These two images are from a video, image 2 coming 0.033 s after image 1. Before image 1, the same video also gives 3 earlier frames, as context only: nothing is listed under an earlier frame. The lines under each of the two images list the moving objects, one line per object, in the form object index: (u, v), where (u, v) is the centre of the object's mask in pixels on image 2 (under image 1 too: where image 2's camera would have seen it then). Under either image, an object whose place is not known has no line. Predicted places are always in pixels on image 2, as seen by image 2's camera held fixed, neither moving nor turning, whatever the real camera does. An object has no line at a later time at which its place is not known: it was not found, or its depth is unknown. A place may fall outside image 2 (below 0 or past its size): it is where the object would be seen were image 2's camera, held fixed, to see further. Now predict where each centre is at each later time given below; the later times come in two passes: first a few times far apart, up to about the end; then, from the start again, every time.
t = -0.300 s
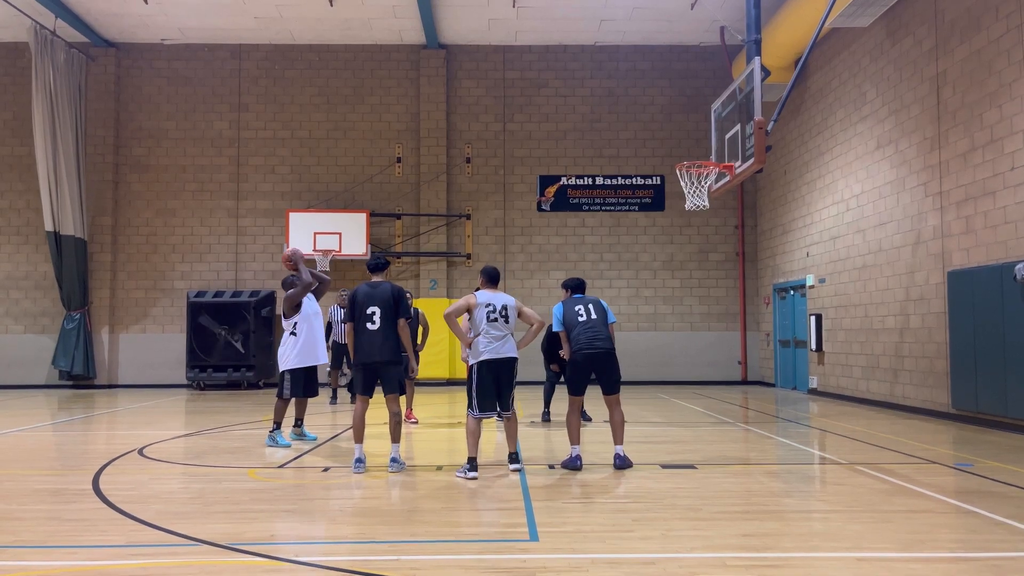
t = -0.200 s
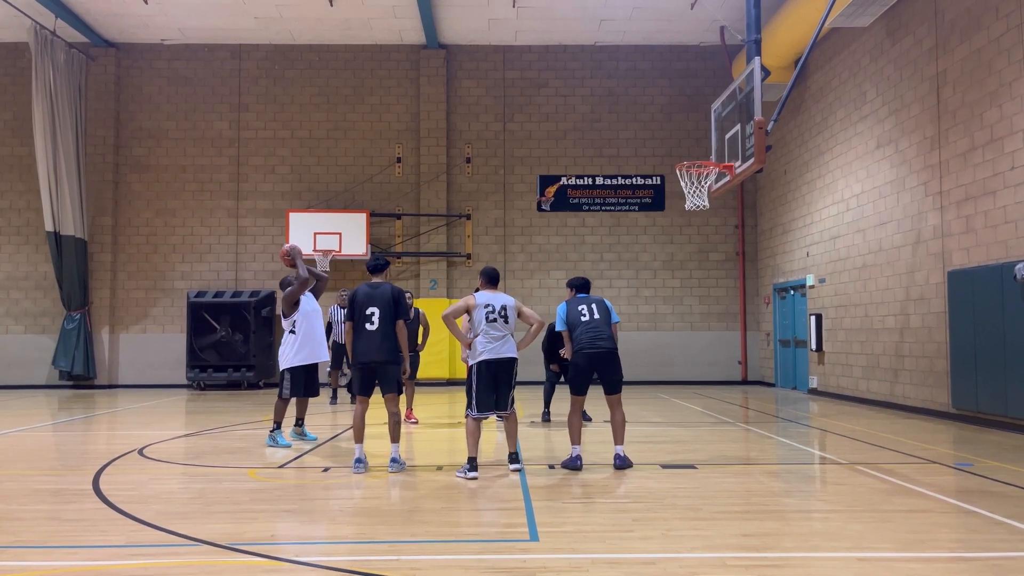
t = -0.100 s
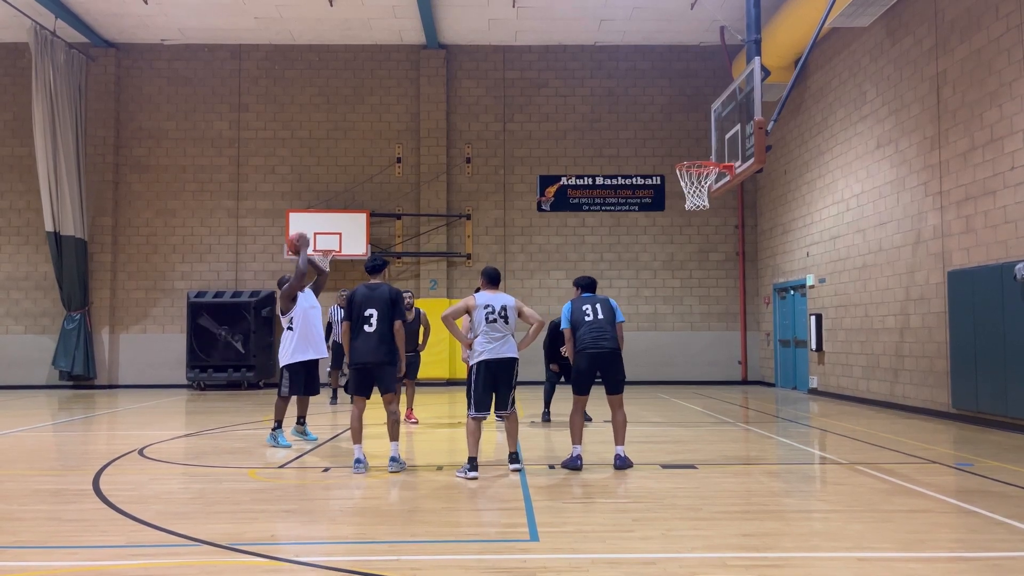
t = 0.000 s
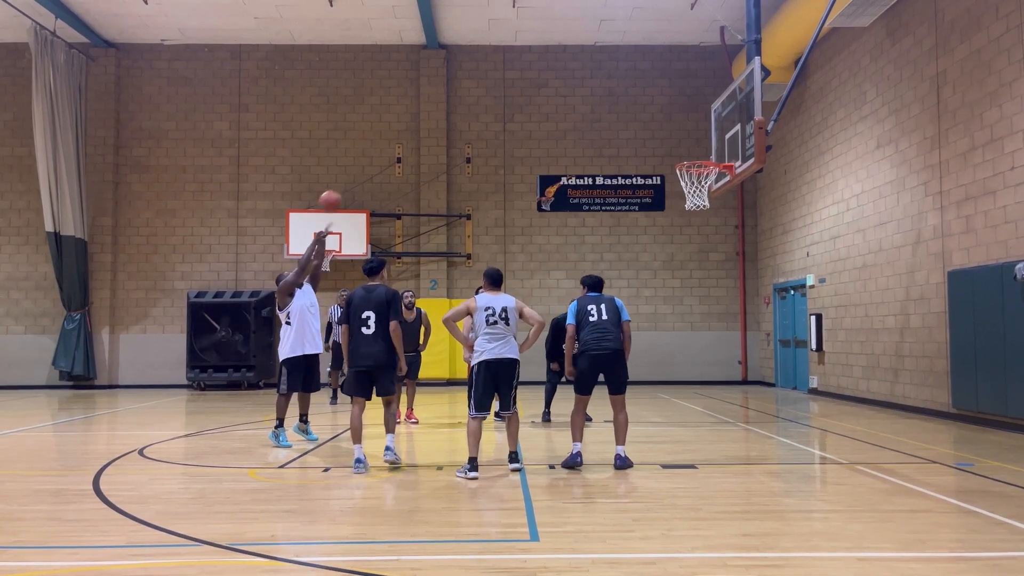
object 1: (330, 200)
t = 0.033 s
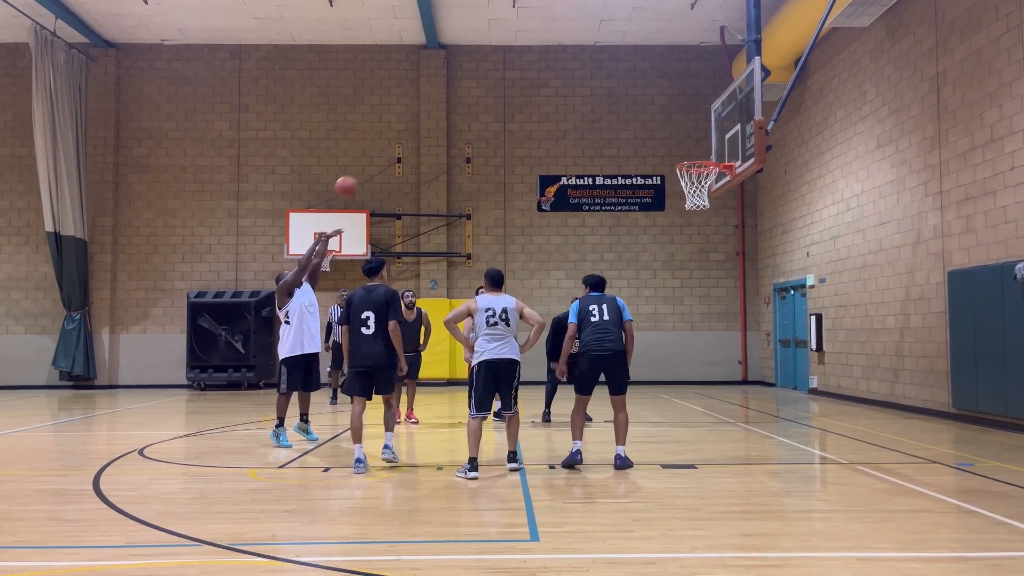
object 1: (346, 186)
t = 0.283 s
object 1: (462, 109)
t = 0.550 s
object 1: (580, 86)
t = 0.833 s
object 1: (703, 127)
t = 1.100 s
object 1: (678, 192)
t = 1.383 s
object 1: (677, 235)
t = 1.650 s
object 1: (677, 345)
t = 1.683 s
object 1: (678, 363)
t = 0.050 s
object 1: (354, 180)
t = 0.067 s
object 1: (362, 173)
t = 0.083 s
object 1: (370, 167)
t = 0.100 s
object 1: (378, 160)
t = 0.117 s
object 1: (385, 154)
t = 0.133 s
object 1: (393, 149)
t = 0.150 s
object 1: (401, 143)
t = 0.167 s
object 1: (409, 138)
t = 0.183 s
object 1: (416, 134)
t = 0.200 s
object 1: (424, 129)
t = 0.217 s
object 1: (432, 124)
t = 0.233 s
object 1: (440, 120)
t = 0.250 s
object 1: (447, 117)
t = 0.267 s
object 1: (454, 112)
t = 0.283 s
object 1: (462, 109)
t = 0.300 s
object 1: (469, 106)
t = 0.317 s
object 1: (477, 103)
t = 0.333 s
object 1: (484, 100)
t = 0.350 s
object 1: (492, 97)
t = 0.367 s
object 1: (499, 96)
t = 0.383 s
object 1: (506, 93)
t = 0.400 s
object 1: (514, 91)
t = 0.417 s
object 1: (522, 90)
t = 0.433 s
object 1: (529, 88)
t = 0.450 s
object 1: (537, 87)
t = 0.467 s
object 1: (544, 86)
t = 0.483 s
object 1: (551, 86)
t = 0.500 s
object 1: (559, 85)
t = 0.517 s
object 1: (566, 86)
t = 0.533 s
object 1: (573, 85)
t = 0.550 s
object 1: (580, 86)
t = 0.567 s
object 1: (587, 86)
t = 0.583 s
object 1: (595, 87)
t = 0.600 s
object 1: (603, 87)
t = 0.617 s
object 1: (611, 88)
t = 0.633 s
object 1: (617, 91)
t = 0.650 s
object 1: (625, 92)
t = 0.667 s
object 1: (632, 94)
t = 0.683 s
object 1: (638, 97)
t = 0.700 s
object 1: (646, 98)
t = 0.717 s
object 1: (653, 101)
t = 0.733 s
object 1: (660, 104)
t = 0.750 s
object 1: (667, 106)
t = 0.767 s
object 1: (675, 111)
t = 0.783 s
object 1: (682, 113)
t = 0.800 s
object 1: (689, 118)
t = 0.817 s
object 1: (696, 120)
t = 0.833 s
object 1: (703, 127)
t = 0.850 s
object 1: (711, 131)
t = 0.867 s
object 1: (718, 136)
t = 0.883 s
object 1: (722, 140)
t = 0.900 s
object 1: (717, 144)
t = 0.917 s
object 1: (712, 149)
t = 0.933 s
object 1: (707, 152)
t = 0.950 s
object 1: (701, 155)
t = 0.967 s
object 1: (696, 158)
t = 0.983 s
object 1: (692, 169)
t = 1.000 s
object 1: (683, 176)
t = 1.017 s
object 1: (681, 180)
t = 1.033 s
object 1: (678, 183)
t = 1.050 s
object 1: (676, 185)
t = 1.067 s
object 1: (676, 187)
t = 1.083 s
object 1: (676, 186)
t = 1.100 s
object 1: (678, 192)
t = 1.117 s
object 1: (678, 192)
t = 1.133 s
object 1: (679, 192)
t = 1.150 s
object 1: (677, 193)
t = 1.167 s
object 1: (677, 194)
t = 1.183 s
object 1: (677, 195)
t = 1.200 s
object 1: (677, 197)
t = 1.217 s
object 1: (677, 198)
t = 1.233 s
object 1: (676, 201)
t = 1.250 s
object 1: (676, 203)
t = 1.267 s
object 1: (676, 207)
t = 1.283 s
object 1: (676, 210)
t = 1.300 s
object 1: (676, 213)
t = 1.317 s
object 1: (676, 217)
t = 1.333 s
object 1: (676, 221)
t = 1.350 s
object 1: (676, 225)
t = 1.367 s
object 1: (676, 230)
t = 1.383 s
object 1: (677, 235)
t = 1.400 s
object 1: (676, 240)
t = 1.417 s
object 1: (676, 245)
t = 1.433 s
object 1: (676, 250)
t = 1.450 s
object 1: (676, 256)
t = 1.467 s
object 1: (676, 262)
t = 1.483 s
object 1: (676, 268)
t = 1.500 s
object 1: (676, 275)
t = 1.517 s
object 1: (677, 282)
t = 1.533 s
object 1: (677, 289)
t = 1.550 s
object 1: (677, 296)
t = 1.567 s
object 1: (677, 304)
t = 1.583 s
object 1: (677, 311)
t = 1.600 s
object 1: (677, 320)
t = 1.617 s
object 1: (677, 328)
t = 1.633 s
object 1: (677, 336)
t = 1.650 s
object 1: (677, 345)
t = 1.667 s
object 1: (677, 354)
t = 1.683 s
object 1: (678, 363)
